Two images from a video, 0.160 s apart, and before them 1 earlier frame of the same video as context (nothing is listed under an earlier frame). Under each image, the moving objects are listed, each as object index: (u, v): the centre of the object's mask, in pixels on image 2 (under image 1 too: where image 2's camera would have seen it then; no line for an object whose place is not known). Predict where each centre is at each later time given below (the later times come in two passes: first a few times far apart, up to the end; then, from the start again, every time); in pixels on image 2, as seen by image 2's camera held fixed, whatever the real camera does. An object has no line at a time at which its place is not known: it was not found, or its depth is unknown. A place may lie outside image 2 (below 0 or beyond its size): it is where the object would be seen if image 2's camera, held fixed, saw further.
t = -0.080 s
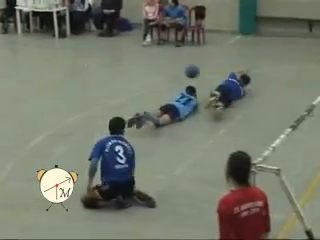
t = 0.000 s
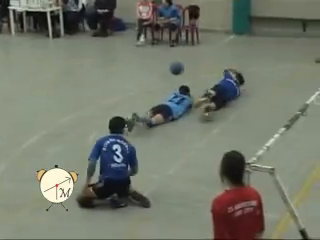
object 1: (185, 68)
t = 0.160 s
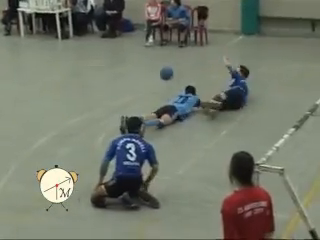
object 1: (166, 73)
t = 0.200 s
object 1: (162, 76)
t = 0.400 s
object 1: (146, 85)
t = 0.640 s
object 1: (138, 88)
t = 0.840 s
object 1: (132, 88)
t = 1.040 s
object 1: (126, 87)
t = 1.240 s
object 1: (120, 87)
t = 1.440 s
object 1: (114, 86)
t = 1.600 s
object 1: (110, 85)
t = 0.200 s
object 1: (162, 76)
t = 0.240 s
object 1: (157, 81)
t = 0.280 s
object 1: (153, 85)
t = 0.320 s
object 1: (149, 90)
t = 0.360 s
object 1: (148, 87)
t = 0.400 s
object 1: (146, 85)
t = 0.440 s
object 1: (145, 84)
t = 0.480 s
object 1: (143, 84)
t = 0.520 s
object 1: (142, 84)
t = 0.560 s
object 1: (141, 85)
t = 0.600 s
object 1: (139, 87)
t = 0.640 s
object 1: (138, 88)
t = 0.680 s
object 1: (137, 87)
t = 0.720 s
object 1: (135, 86)
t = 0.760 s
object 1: (134, 86)
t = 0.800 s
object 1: (133, 87)
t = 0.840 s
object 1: (132, 88)
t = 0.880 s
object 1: (131, 87)
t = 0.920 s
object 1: (129, 87)
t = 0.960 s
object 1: (128, 87)
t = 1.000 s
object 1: (127, 87)
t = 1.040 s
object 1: (126, 87)
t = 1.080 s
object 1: (125, 87)
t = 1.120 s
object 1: (123, 87)
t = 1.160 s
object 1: (122, 87)
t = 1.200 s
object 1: (121, 87)
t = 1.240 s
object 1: (120, 87)
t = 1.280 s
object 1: (119, 86)
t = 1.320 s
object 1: (118, 86)
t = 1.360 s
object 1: (116, 86)
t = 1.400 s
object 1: (115, 86)
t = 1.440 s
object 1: (114, 86)
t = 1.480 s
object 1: (113, 85)
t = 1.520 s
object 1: (112, 85)
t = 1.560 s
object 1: (111, 85)
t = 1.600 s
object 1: (110, 85)
